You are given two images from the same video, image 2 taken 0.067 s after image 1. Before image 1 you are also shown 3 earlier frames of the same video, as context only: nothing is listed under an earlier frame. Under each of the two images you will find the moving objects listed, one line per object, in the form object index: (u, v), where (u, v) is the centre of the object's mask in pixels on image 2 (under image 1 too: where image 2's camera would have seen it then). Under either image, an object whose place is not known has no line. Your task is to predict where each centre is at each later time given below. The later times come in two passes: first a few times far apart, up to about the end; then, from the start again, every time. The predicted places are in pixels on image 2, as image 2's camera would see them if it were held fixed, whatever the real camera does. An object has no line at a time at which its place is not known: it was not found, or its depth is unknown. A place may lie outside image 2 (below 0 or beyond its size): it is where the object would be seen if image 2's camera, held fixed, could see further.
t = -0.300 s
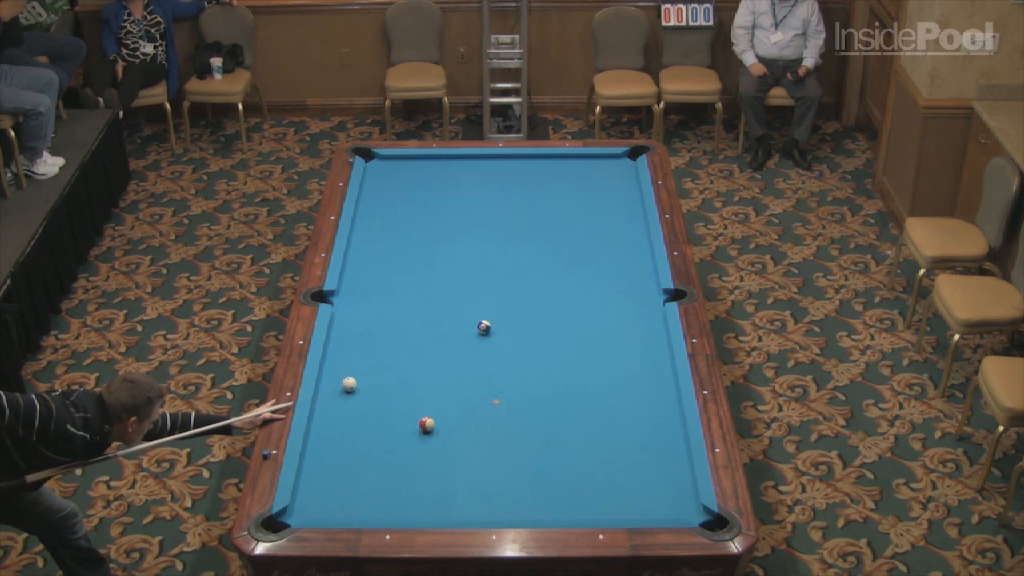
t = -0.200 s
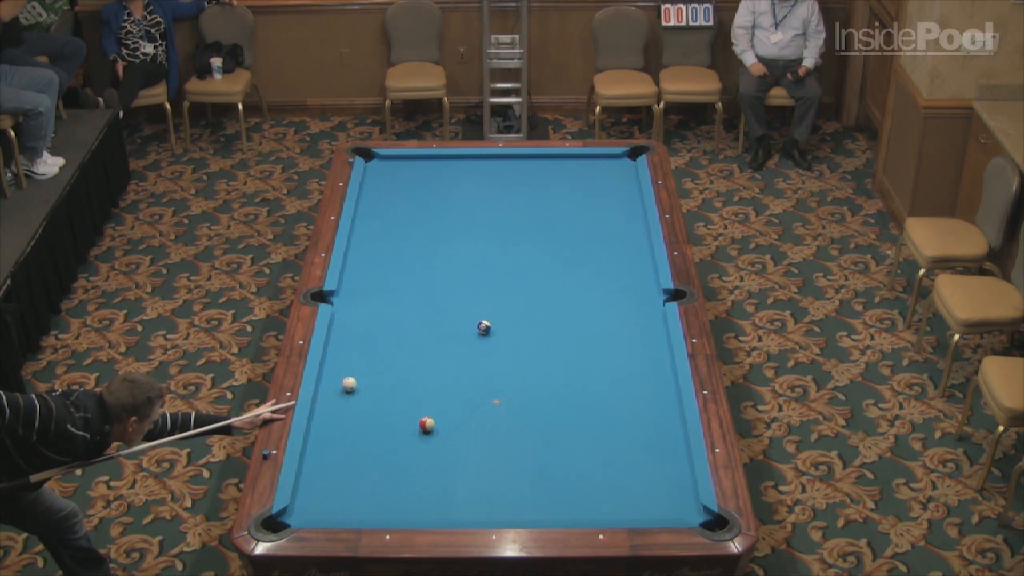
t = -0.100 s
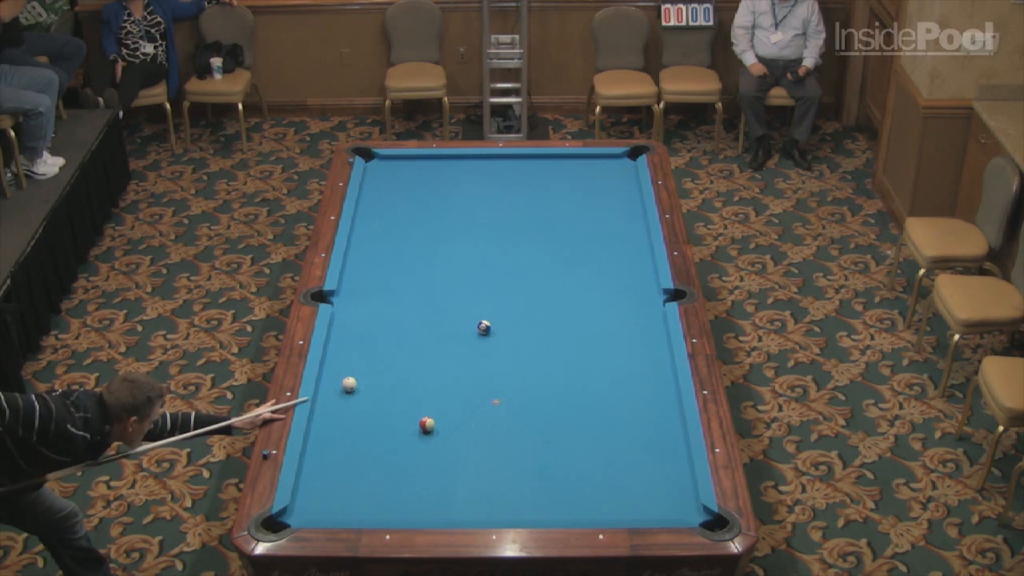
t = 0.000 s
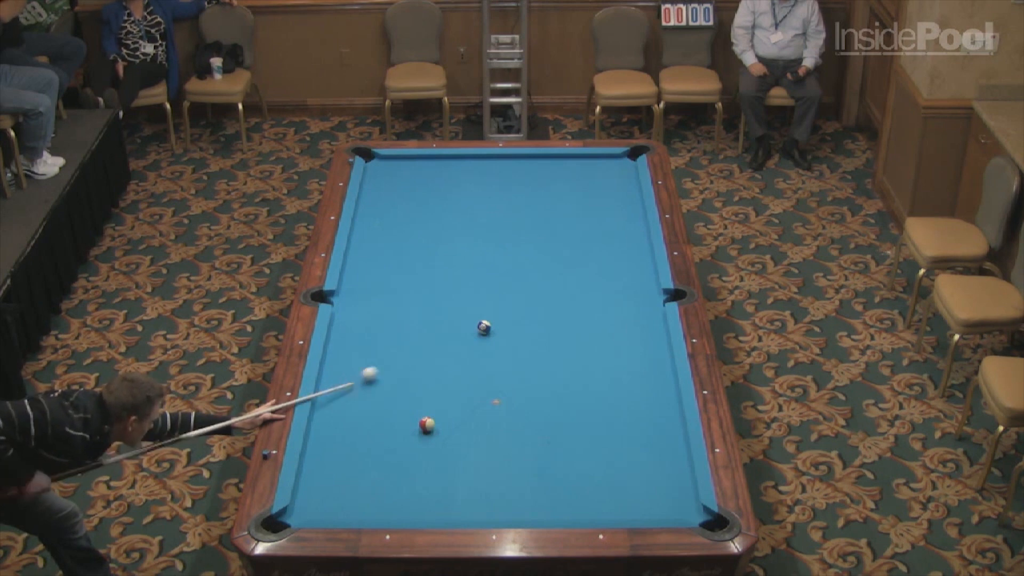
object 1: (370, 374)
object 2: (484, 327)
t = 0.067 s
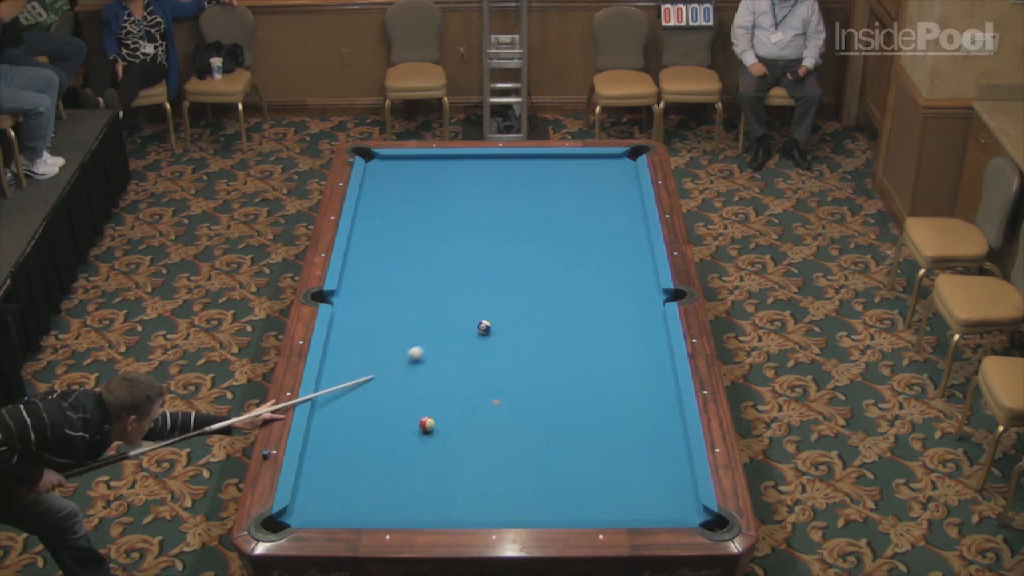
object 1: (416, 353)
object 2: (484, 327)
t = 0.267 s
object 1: (465, 312)
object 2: (552, 318)
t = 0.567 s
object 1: (458, 276)
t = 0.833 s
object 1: (452, 247)
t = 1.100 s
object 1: (447, 221)
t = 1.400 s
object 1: (442, 194)
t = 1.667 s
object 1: (437, 173)
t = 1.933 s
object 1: (430, 160)
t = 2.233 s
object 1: (412, 172)
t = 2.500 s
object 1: (396, 182)
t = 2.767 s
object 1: (381, 192)
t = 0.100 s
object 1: (438, 344)
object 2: (484, 327)
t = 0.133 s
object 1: (458, 334)
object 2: (484, 327)
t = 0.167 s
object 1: (470, 327)
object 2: (493, 326)
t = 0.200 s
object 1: (468, 322)
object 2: (514, 323)
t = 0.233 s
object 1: (467, 316)
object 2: (533, 320)
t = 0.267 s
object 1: (465, 312)
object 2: (552, 318)
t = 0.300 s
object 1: (464, 307)
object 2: (571, 314)
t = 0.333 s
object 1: (463, 303)
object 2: (590, 311)
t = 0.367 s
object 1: (463, 299)
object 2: (606, 308)
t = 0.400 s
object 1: (462, 295)
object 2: (623, 305)
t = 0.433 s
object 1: (461, 291)
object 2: (639, 304)
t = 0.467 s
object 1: (460, 287)
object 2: (654, 300)
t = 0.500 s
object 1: (459, 283)
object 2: (666, 295)
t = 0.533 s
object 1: (459, 280)
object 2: (681, 296)
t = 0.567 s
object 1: (458, 276)
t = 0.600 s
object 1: (457, 272)
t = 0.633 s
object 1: (456, 268)
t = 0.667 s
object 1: (456, 264)
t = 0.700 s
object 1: (455, 261)
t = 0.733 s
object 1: (454, 257)
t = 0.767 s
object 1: (453, 254)
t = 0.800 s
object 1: (453, 250)
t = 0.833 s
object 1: (452, 247)
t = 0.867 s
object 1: (452, 244)
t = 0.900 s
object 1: (451, 240)
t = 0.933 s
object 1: (450, 237)
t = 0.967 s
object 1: (449, 234)
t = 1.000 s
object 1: (449, 230)
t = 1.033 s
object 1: (448, 227)
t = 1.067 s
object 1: (448, 224)
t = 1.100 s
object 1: (447, 221)
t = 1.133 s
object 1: (446, 218)
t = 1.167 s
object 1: (446, 215)
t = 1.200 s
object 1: (445, 212)
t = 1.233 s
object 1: (444, 209)
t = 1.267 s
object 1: (444, 206)
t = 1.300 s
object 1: (443, 203)
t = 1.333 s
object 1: (443, 200)
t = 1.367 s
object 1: (442, 197)
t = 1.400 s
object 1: (442, 194)
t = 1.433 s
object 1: (441, 192)
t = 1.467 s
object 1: (441, 189)
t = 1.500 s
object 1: (440, 186)
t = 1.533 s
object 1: (440, 184)
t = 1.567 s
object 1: (439, 181)
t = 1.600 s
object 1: (438, 179)
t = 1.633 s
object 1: (438, 176)
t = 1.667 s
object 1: (437, 173)
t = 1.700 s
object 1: (437, 171)
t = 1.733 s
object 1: (436, 168)
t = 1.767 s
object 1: (436, 166)
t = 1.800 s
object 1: (435, 163)
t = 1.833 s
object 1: (435, 161)
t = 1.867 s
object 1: (434, 159)
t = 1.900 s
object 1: (433, 158)
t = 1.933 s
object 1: (430, 160)
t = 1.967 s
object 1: (428, 162)
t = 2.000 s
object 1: (427, 163)
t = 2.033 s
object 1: (424, 164)
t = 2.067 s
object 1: (422, 165)
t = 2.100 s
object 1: (420, 167)
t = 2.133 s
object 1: (418, 168)
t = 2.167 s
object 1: (416, 169)
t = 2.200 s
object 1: (414, 171)
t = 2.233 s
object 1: (412, 172)
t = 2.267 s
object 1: (410, 173)
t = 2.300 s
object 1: (408, 174)
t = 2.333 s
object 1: (406, 176)
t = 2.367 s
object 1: (404, 177)
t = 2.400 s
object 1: (402, 178)
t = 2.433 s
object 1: (400, 179)
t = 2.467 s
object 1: (398, 180)
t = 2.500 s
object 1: (396, 182)
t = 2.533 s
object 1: (394, 183)
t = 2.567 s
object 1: (392, 184)
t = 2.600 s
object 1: (390, 185)
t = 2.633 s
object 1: (388, 187)
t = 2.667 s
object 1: (386, 188)
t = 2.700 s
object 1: (384, 189)
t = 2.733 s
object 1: (382, 190)
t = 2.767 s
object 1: (381, 192)
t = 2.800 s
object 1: (379, 193)
